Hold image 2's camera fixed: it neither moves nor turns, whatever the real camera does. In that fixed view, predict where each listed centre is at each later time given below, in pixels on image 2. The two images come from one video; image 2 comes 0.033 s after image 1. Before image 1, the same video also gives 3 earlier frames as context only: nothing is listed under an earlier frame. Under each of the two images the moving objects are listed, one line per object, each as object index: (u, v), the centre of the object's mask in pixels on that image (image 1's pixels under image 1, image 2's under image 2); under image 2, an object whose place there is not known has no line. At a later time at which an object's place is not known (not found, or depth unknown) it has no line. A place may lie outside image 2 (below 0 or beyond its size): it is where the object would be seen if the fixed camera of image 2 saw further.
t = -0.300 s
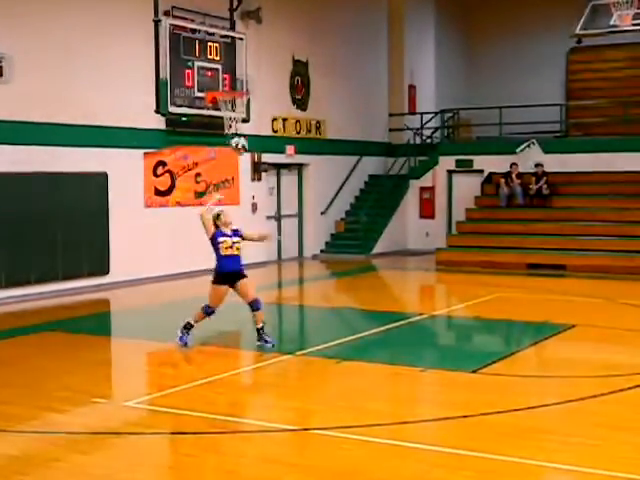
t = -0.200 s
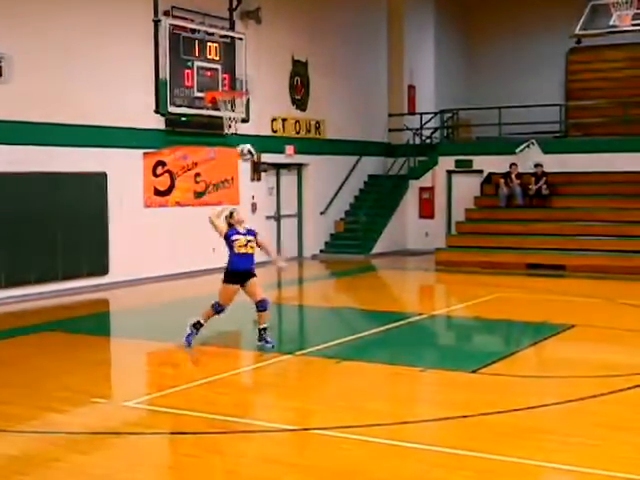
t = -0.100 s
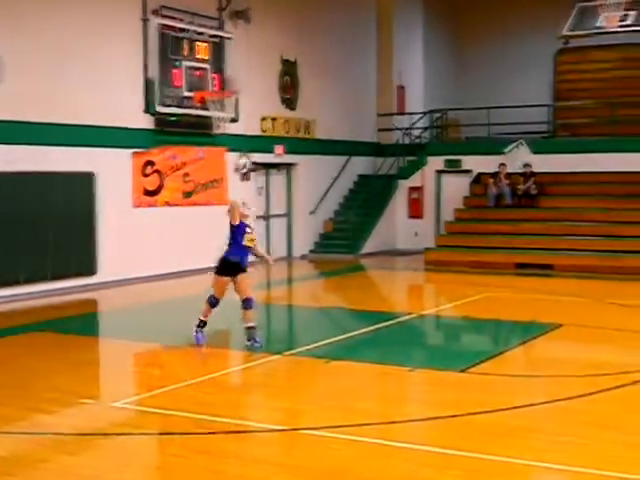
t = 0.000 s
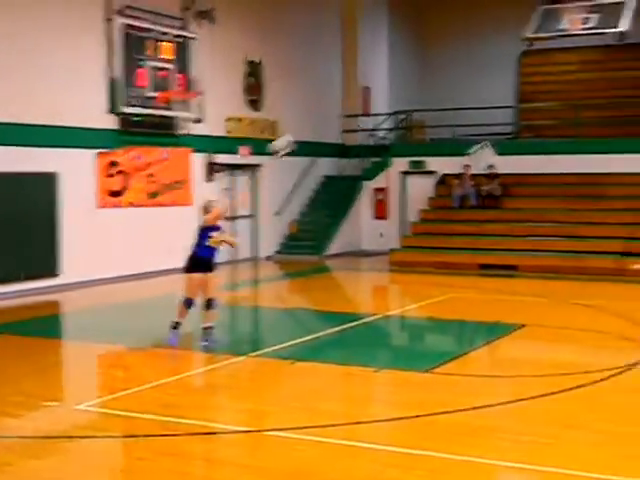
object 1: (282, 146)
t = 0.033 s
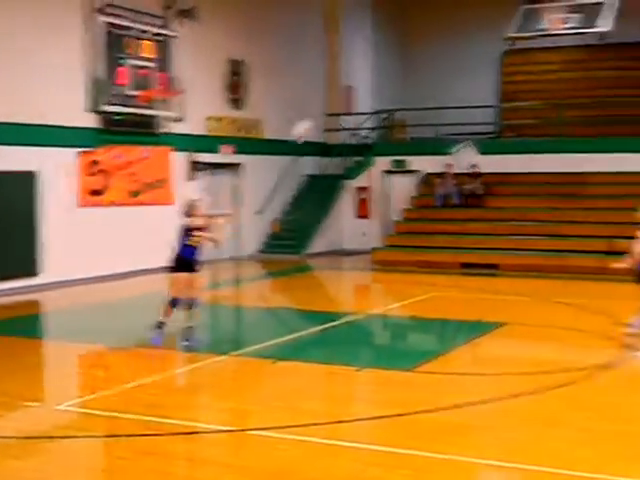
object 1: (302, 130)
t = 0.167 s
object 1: (458, 81)
